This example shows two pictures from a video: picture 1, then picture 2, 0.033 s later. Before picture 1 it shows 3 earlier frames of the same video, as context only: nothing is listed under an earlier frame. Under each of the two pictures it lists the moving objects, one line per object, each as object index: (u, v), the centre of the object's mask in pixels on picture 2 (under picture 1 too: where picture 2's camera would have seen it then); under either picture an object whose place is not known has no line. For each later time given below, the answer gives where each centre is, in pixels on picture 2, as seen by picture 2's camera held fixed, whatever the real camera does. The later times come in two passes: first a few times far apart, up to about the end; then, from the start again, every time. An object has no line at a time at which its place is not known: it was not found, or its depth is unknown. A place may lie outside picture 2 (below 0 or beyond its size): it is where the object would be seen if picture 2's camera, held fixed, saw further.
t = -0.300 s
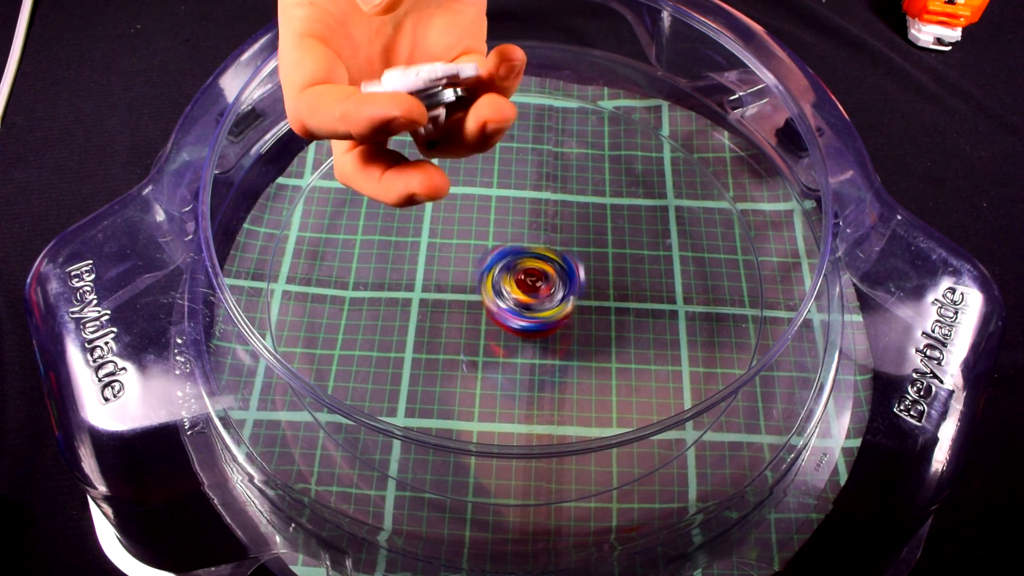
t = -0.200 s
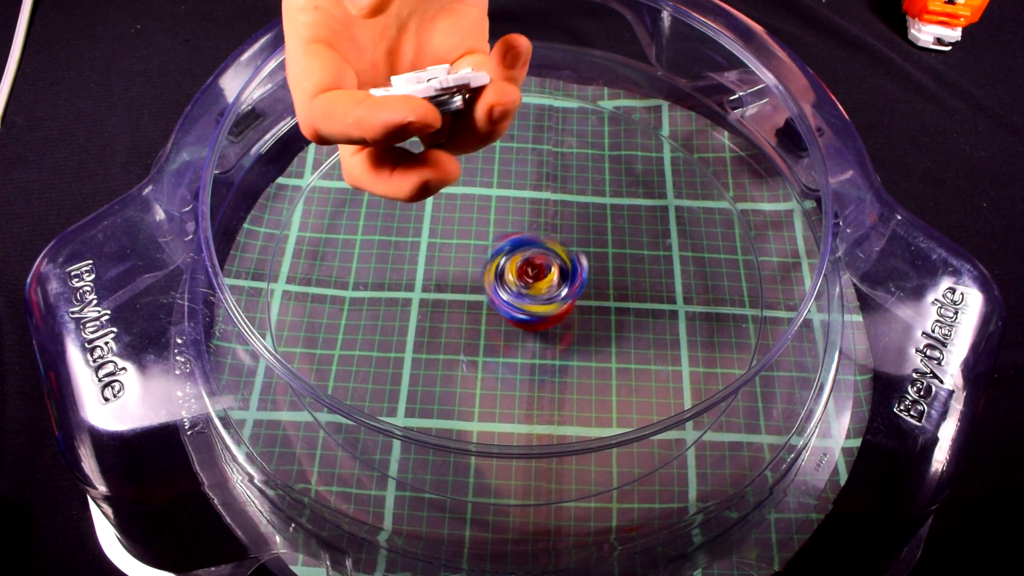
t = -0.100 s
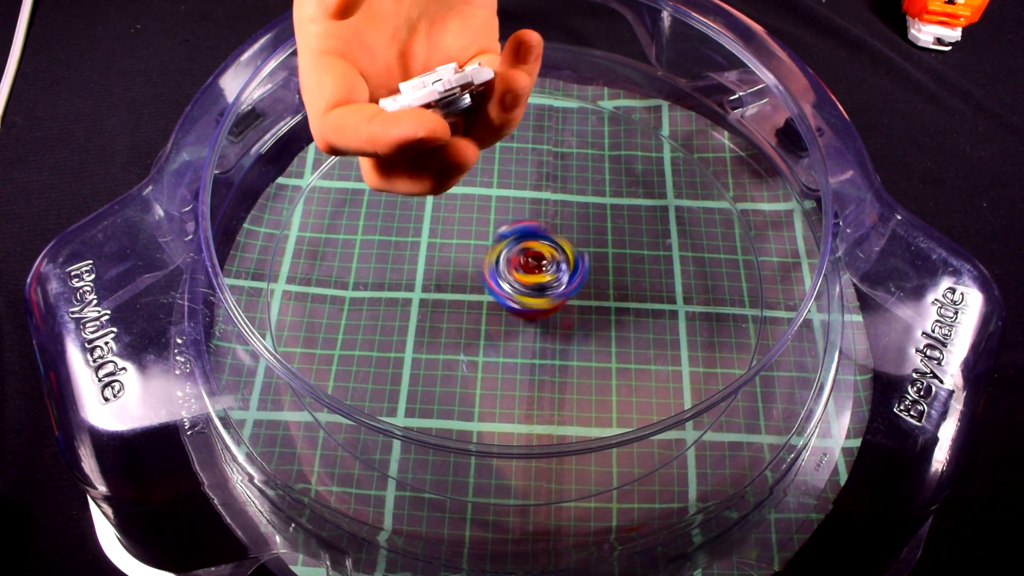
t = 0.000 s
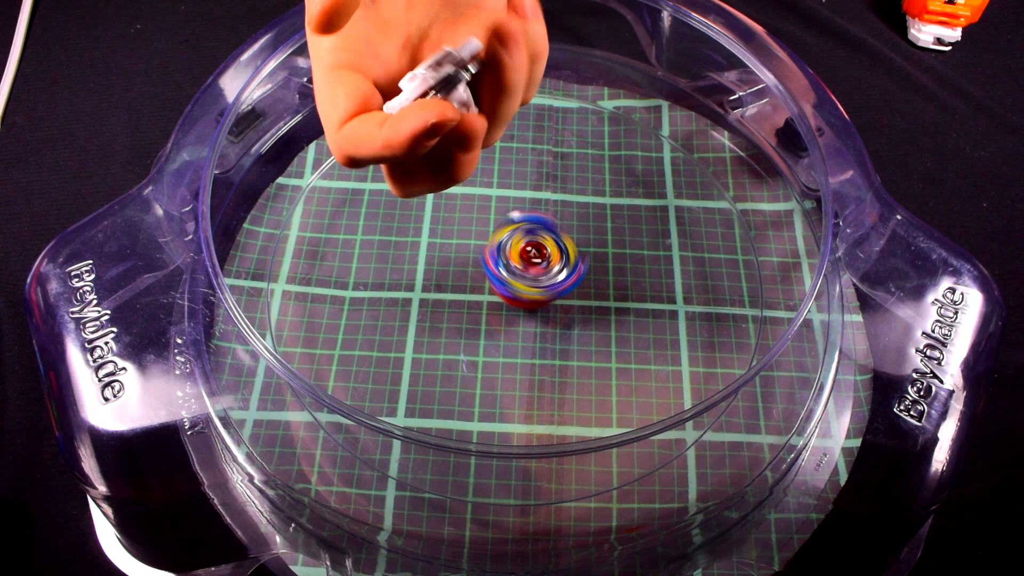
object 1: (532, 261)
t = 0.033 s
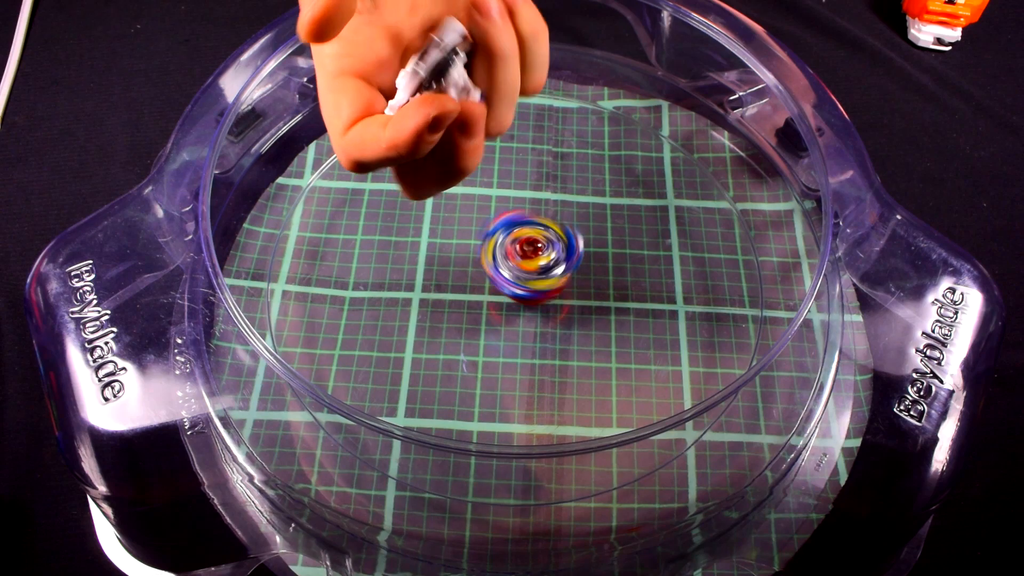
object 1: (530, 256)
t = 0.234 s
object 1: (523, 241)
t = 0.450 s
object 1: (507, 242)
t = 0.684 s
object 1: (496, 262)
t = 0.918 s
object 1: (507, 286)
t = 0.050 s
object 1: (529, 255)
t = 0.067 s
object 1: (528, 253)
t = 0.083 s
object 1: (530, 252)
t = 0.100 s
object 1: (529, 252)
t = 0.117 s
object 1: (528, 251)
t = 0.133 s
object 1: (528, 249)
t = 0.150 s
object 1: (526, 248)
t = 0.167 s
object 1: (526, 245)
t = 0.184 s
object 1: (527, 244)
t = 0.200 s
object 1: (525, 243)
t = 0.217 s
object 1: (524, 241)
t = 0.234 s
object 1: (523, 241)
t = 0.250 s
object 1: (521, 240)
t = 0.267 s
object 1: (520, 239)
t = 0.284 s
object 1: (520, 239)
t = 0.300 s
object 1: (516, 238)
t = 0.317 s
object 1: (515, 238)
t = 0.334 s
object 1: (514, 238)
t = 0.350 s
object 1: (513, 239)
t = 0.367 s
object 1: (513, 239)
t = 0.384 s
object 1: (512, 241)
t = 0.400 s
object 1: (509, 241)
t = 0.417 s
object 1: (509, 241)
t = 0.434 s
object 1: (507, 241)
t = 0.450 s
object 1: (507, 242)
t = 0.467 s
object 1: (507, 242)
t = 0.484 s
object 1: (506, 244)
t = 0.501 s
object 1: (504, 245)
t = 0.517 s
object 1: (504, 246)
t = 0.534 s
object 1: (502, 248)
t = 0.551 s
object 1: (501, 249)
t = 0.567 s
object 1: (502, 250)
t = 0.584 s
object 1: (501, 251)
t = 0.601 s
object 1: (500, 252)
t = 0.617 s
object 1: (499, 255)
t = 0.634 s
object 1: (497, 257)
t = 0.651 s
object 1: (496, 258)
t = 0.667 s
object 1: (497, 259)
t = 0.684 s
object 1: (496, 262)
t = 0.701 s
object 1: (496, 263)
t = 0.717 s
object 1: (498, 266)
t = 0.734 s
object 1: (497, 268)
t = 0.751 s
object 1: (496, 269)
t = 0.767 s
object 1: (497, 271)
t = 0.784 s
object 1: (496, 273)
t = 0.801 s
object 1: (497, 275)
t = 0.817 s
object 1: (500, 277)
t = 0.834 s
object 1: (501, 279)
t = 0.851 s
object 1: (502, 281)
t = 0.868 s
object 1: (503, 283)
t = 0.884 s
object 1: (503, 284)
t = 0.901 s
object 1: (504, 285)
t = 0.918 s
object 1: (507, 286)
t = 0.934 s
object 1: (510, 288)
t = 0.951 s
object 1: (511, 289)
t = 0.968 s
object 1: (514, 289)
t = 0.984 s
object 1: (516, 291)
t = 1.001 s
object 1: (517, 292)
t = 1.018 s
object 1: (519, 291)
